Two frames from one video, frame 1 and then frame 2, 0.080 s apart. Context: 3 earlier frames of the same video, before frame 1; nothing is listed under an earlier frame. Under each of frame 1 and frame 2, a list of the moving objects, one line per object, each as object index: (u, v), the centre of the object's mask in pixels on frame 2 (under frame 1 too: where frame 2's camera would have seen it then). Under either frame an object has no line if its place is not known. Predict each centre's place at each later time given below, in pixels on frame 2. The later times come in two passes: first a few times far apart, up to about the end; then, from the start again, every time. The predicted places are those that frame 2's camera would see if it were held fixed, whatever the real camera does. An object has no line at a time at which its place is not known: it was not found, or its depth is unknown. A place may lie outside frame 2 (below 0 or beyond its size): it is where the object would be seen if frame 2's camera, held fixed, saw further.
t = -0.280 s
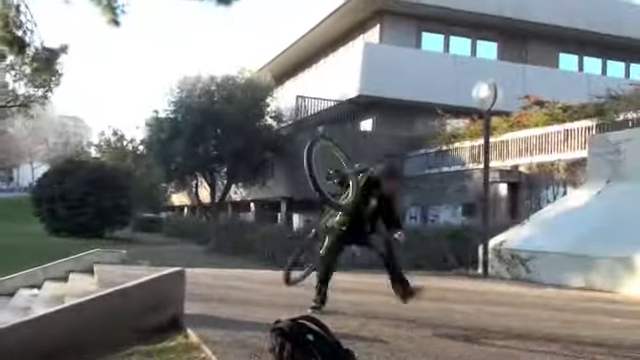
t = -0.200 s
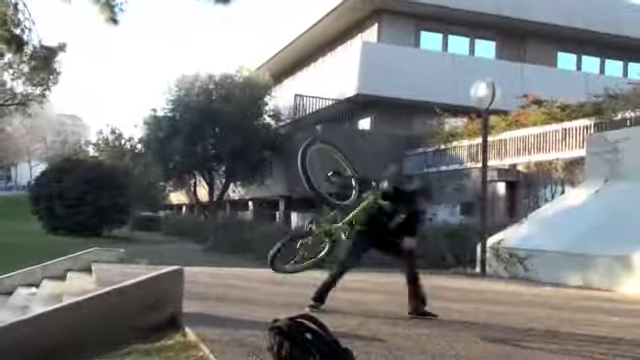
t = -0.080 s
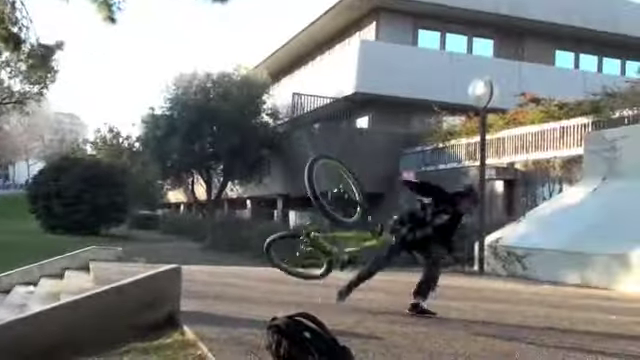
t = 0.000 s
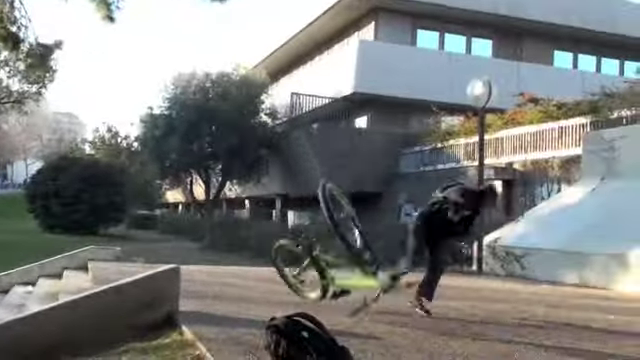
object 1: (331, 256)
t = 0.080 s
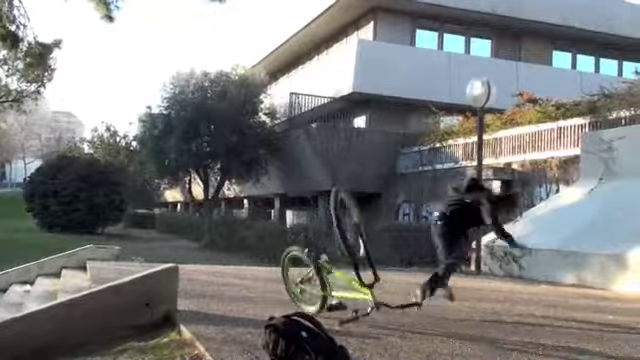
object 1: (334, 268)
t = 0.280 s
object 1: (353, 251)
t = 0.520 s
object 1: (371, 252)
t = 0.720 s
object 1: (361, 249)
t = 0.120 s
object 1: (339, 259)
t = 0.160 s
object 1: (341, 252)
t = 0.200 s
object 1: (345, 250)
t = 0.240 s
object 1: (351, 247)
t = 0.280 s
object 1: (353, 251)
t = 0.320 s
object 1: (358, 246)
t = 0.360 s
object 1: (364, 240)
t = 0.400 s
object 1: (368, 238)
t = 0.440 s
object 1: (370, 243)
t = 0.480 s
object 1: (372, 250)
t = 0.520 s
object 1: (371, 252)
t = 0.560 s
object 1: (369, 247)
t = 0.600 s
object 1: (366, 245)
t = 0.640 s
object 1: (363, 246)
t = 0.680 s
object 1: (362, 247)
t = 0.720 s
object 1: (361, 249)
